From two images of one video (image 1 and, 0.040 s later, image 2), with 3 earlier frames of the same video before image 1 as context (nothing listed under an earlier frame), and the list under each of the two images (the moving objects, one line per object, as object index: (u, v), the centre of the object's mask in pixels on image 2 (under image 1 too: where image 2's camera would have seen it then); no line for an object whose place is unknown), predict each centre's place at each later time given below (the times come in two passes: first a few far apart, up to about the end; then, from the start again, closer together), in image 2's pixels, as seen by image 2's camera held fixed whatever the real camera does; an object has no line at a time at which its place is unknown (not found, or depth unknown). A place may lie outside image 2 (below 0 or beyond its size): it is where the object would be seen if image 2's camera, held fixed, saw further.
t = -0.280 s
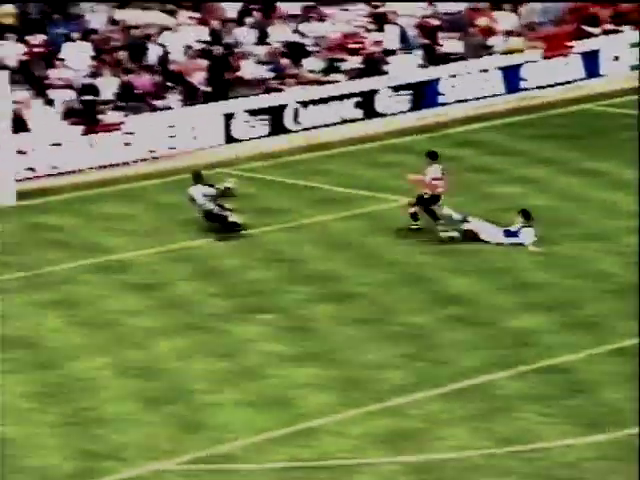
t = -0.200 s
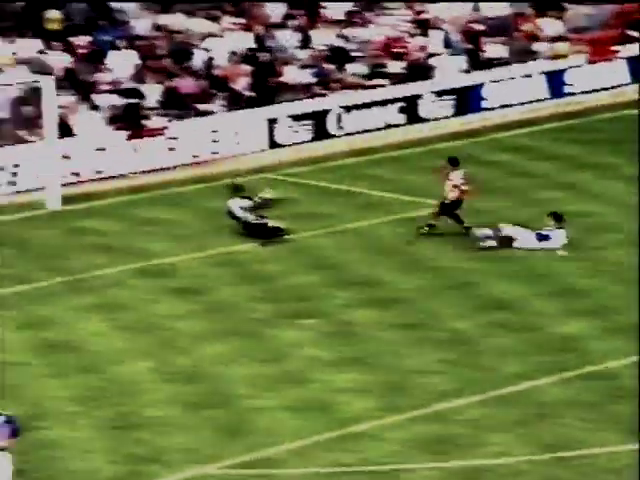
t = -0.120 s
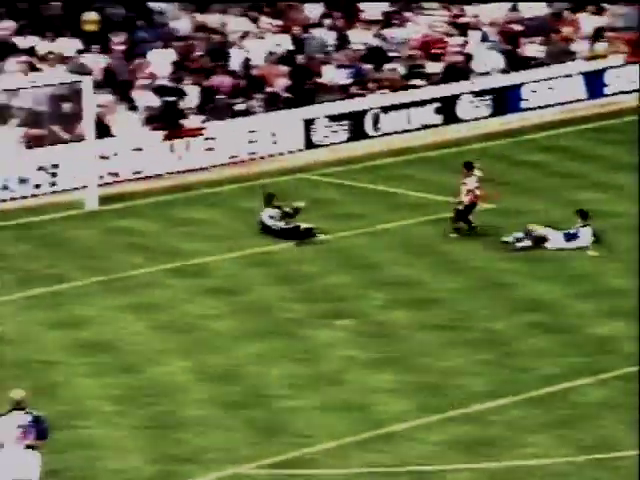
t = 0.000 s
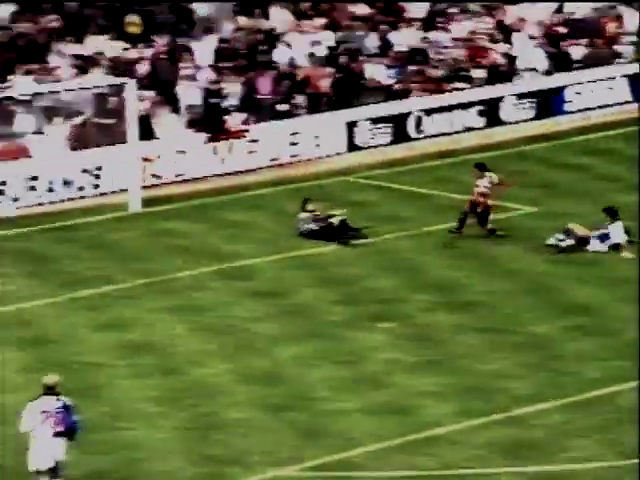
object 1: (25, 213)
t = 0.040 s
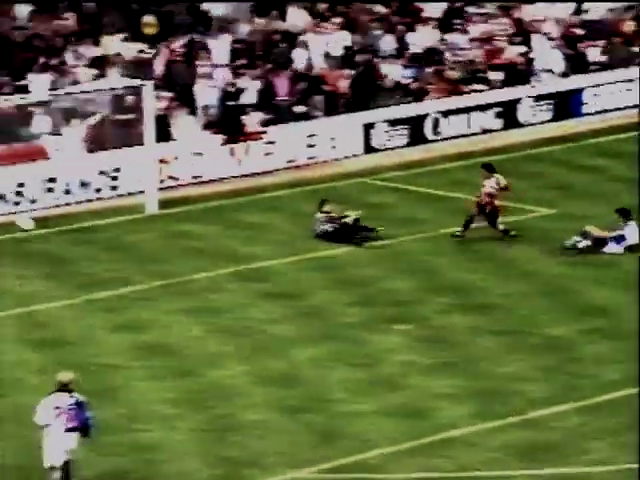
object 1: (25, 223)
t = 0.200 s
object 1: (28, 220)
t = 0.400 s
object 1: (33, 222)
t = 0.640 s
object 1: (41, 251)
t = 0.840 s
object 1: (49, 253)
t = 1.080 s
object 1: (58, 271)
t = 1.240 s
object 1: (63, 281)
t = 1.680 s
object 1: (73, 302)
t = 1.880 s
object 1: (75, 312)
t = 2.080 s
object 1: (78, 320)
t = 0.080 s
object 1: (25, 228)
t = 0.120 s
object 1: (26, 225)
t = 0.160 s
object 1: (27, 221)
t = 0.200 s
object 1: (28, 220)
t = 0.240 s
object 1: (28, 219)
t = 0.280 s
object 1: (29, 219)
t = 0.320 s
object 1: (30, 220)
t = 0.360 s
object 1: (32, 220)
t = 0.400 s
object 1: (33, 222)
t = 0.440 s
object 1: (34, 226)
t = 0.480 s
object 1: (37, 230)
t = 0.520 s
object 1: (37, 235)
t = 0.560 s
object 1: (38, 242)
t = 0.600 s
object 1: (39, 248)
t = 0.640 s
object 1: (41, 251)
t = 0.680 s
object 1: (43, 250)
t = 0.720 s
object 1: (44, 249)
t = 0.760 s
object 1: (46, 249)
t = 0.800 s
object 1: (47, 251)
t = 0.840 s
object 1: (49, 253)
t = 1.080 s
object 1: (58, 271)
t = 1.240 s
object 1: (63, 281)
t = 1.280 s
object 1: (64, 283)
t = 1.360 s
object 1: (65, 286)
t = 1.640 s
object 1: (72, 300)
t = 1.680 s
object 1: (73, 302)
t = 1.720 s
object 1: (73, 305)
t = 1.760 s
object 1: (73, 306)
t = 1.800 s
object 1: (73, 308)
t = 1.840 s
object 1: (74, 310)
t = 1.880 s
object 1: (75, 312)
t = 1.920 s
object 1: (75, 313)
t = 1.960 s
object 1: (76, 315)
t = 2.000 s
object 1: (77, 316)
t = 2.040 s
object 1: (78, 318)
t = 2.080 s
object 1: (78, 320)
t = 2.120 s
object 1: (79, 321)
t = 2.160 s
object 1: (79, 323)
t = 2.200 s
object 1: (79, 325)
